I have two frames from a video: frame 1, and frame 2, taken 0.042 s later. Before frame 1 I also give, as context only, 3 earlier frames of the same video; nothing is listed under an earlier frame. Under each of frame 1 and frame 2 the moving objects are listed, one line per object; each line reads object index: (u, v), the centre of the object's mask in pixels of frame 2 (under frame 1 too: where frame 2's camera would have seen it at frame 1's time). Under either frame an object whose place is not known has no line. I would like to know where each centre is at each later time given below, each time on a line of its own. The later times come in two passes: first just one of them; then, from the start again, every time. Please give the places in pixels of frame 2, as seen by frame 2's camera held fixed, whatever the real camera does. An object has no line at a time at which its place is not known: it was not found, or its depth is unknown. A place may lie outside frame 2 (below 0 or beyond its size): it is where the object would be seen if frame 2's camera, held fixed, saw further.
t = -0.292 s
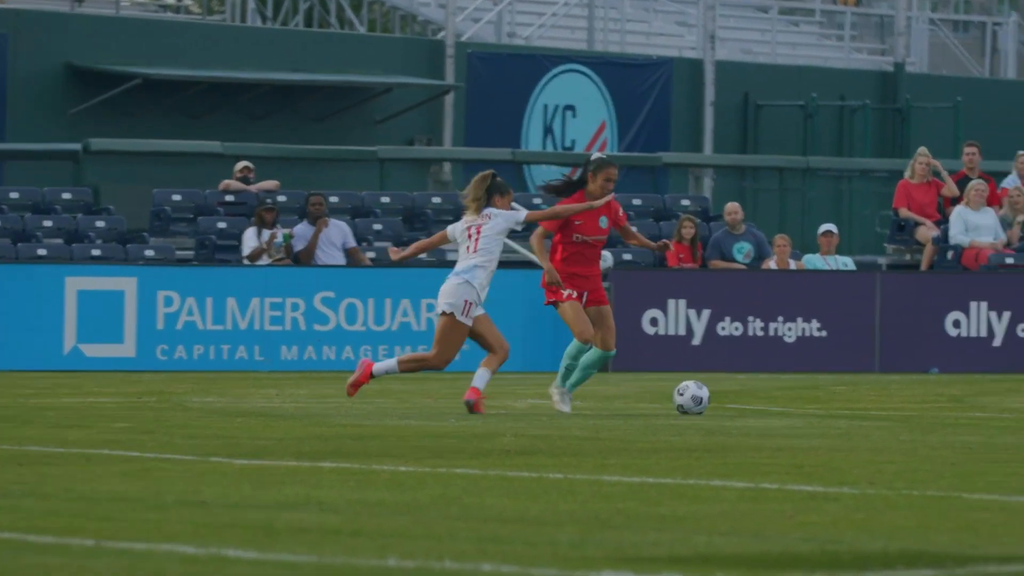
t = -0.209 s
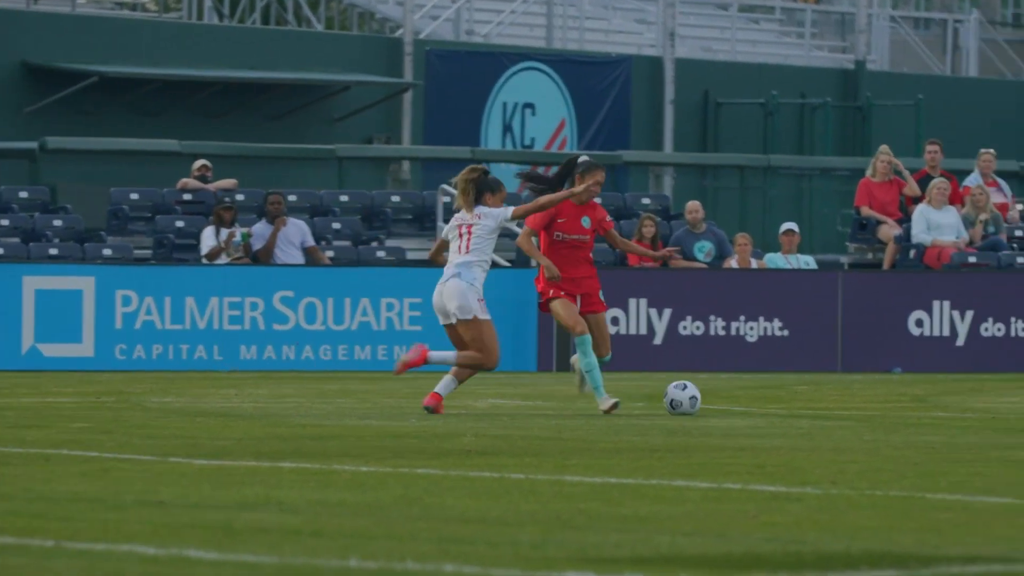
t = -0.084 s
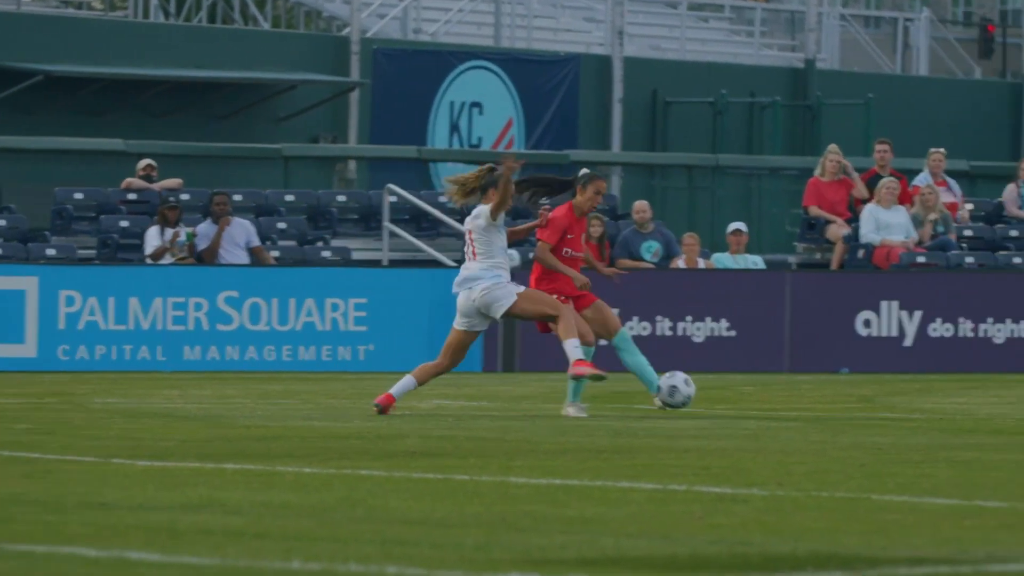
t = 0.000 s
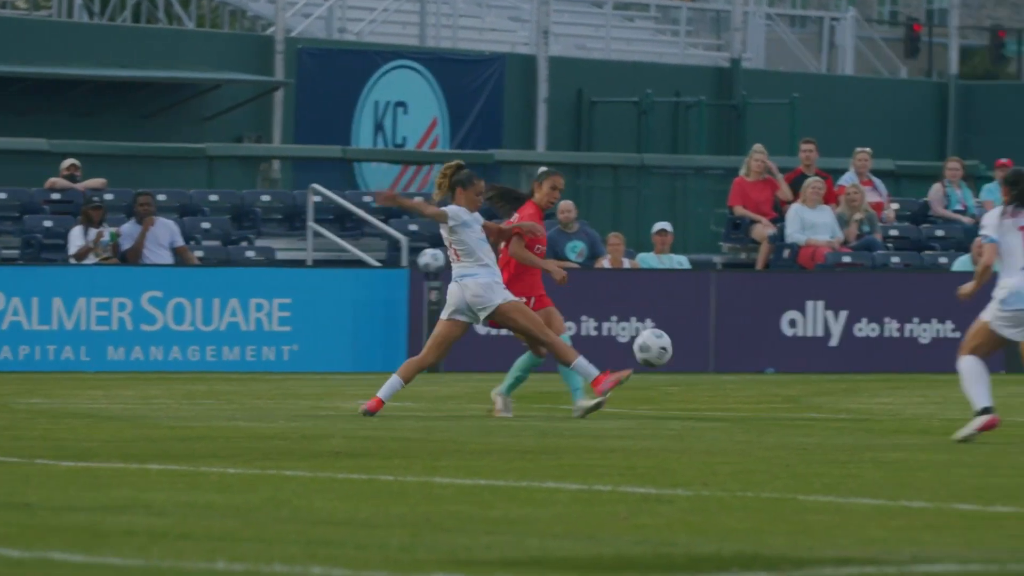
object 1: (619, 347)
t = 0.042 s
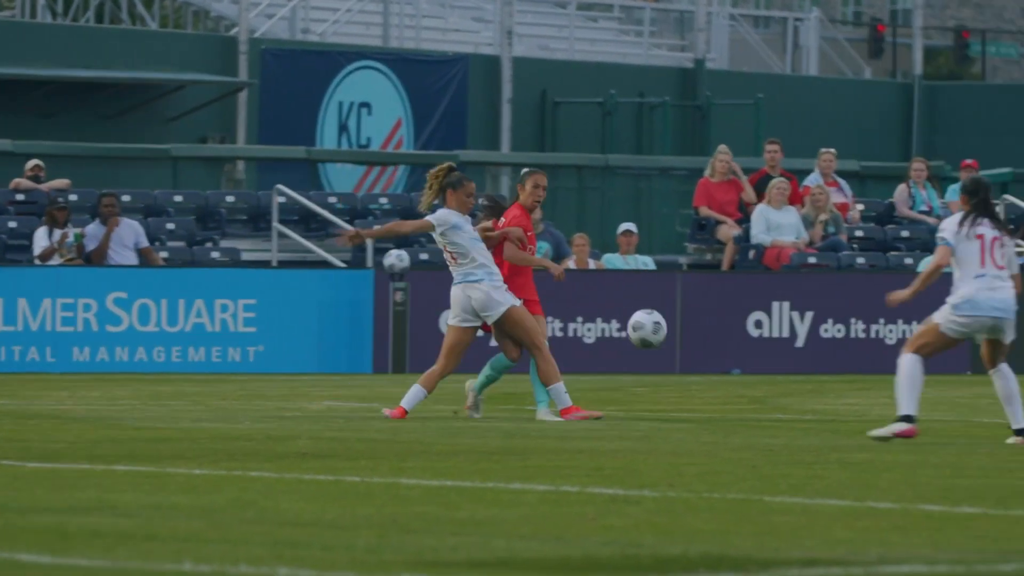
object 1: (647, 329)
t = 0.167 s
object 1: (707, 302)
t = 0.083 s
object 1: (664, 319)
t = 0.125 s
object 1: (690, 308)
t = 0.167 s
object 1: (707, 302)
